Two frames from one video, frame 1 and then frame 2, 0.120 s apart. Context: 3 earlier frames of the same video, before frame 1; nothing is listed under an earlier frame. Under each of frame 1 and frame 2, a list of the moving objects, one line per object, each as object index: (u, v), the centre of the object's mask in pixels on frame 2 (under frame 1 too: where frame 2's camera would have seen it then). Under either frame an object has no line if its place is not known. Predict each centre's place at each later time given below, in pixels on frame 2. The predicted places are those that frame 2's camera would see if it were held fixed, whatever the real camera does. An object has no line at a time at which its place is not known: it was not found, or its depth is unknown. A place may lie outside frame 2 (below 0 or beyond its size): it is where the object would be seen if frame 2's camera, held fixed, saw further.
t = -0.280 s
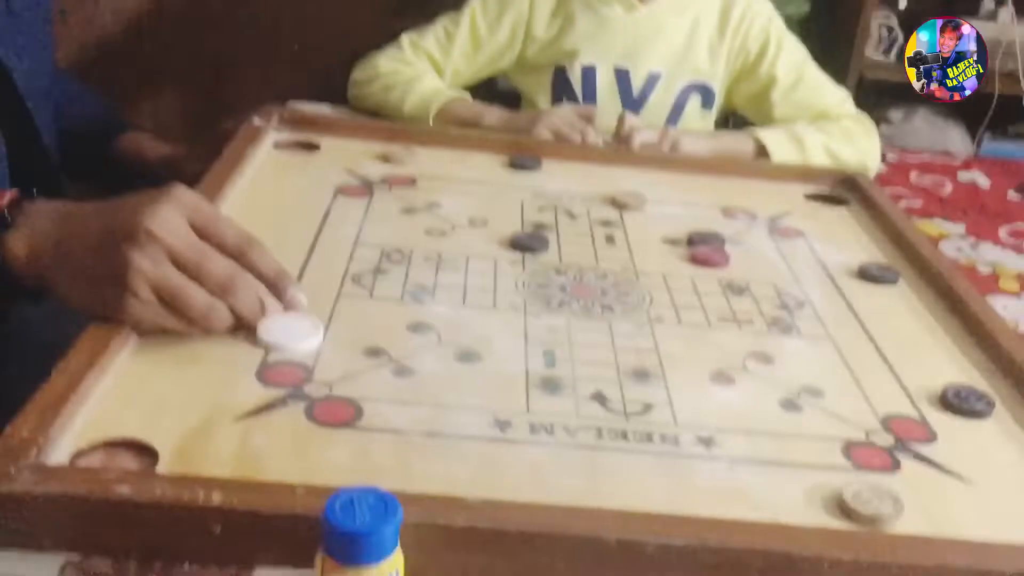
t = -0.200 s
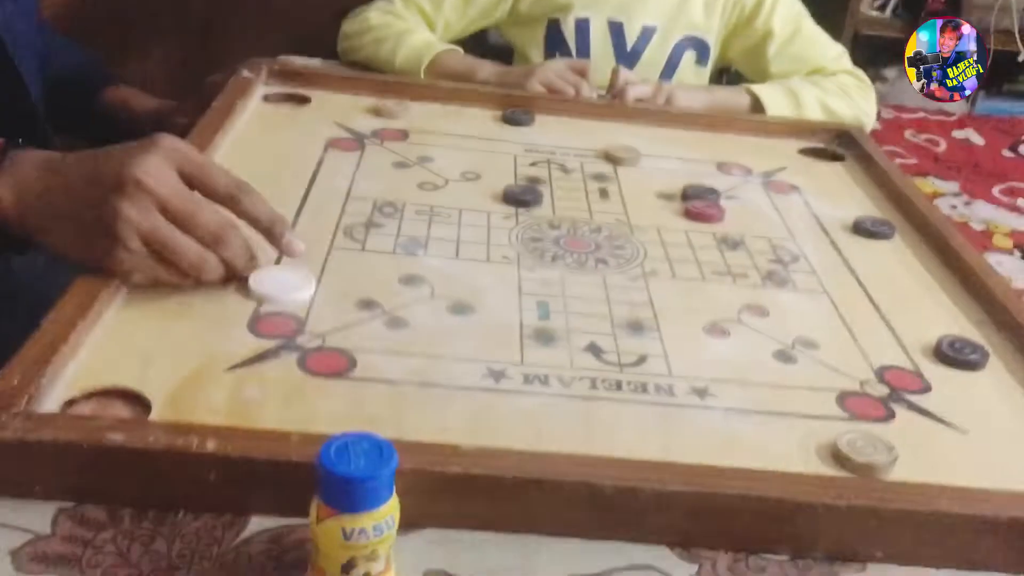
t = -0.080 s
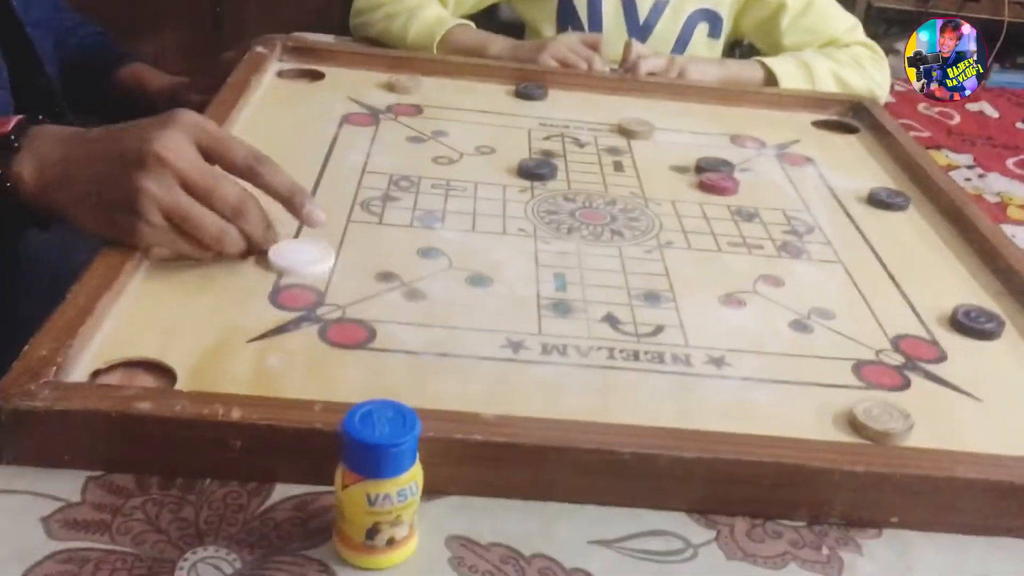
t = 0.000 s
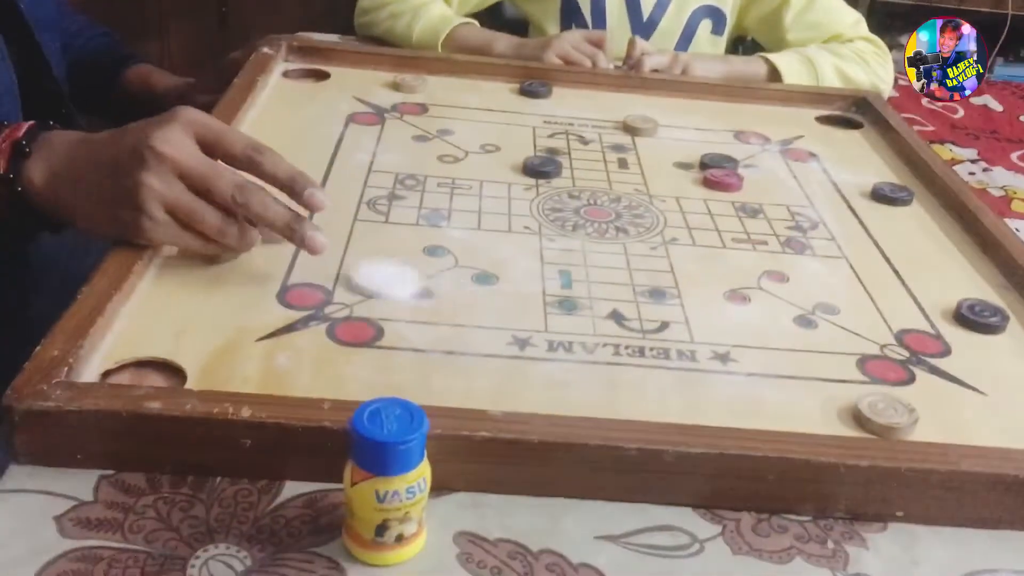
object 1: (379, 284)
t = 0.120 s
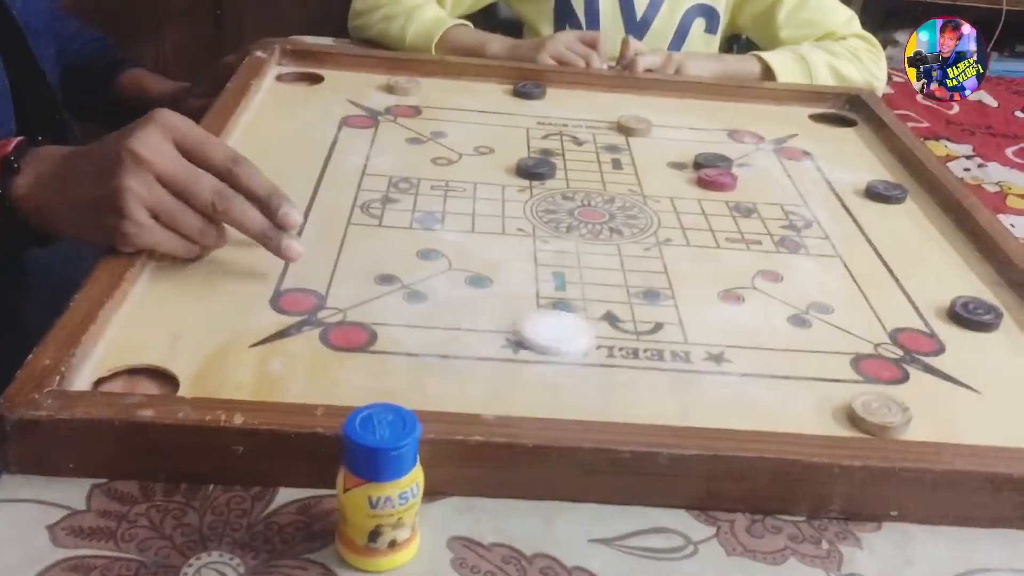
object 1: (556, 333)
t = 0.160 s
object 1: (608, 347)
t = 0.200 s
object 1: (688, 370)
